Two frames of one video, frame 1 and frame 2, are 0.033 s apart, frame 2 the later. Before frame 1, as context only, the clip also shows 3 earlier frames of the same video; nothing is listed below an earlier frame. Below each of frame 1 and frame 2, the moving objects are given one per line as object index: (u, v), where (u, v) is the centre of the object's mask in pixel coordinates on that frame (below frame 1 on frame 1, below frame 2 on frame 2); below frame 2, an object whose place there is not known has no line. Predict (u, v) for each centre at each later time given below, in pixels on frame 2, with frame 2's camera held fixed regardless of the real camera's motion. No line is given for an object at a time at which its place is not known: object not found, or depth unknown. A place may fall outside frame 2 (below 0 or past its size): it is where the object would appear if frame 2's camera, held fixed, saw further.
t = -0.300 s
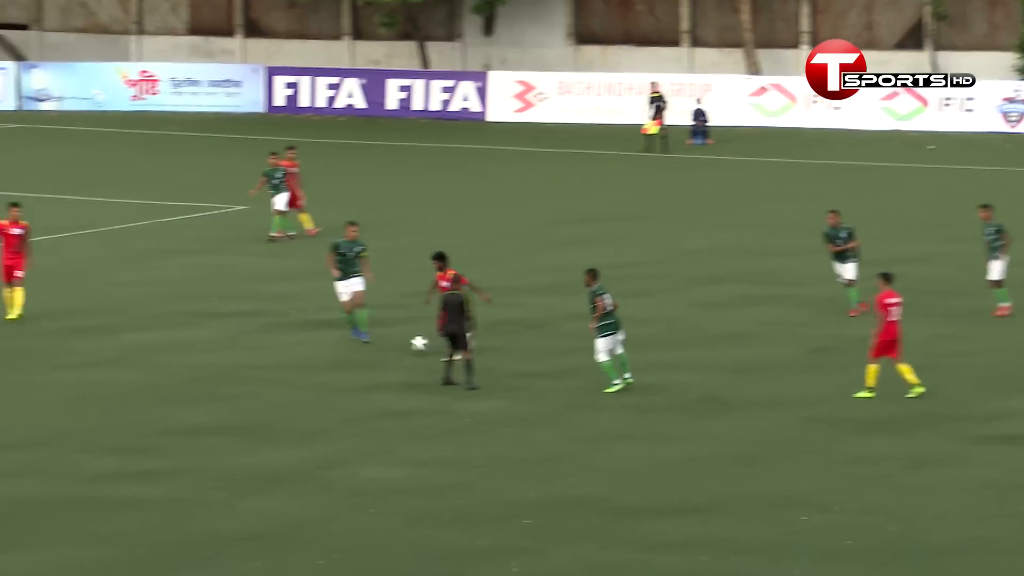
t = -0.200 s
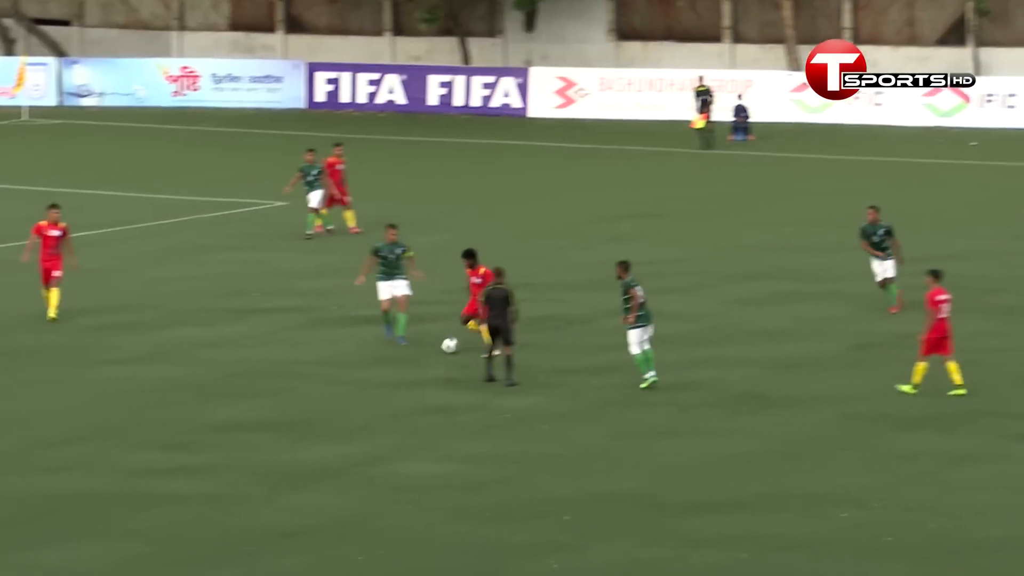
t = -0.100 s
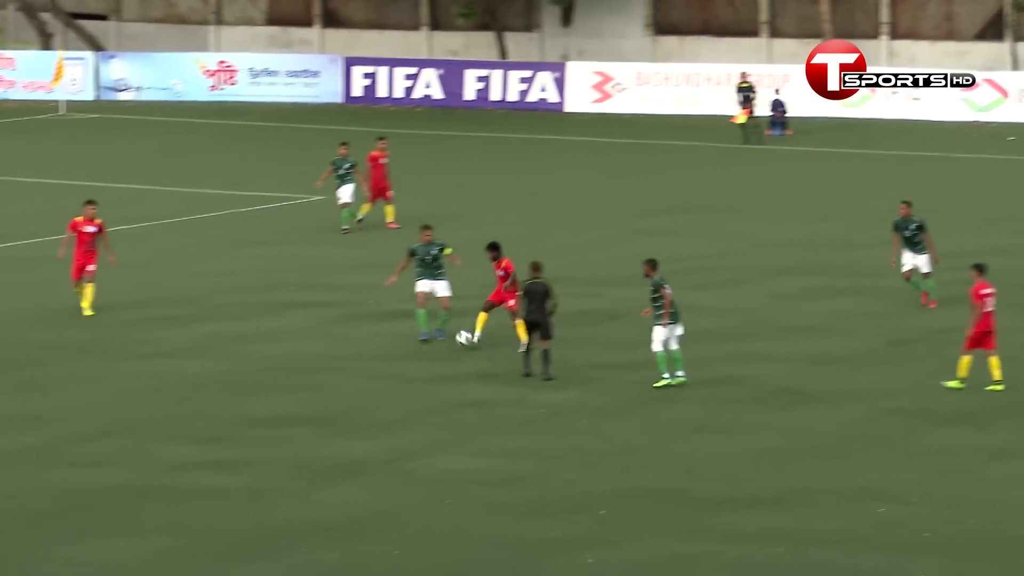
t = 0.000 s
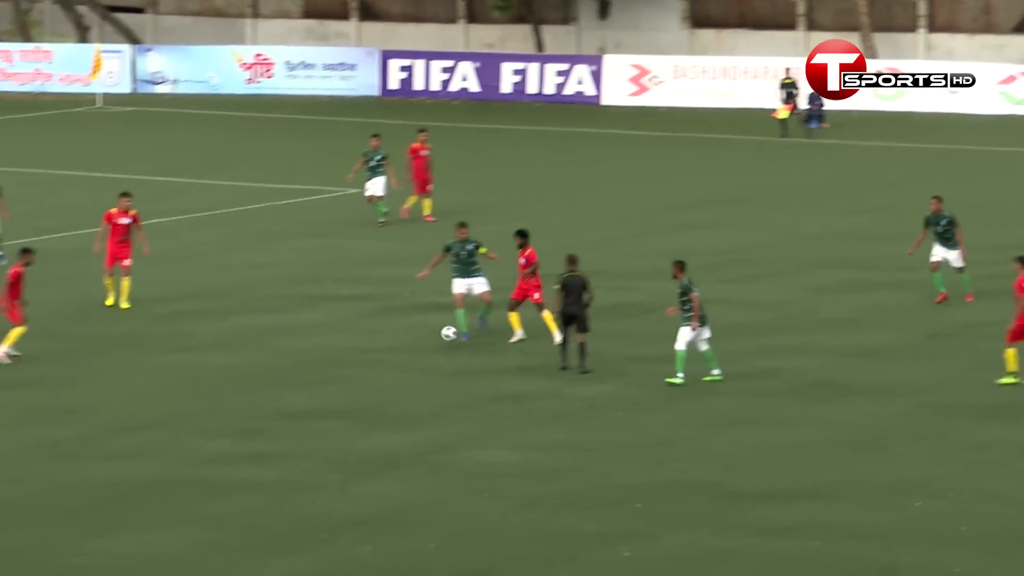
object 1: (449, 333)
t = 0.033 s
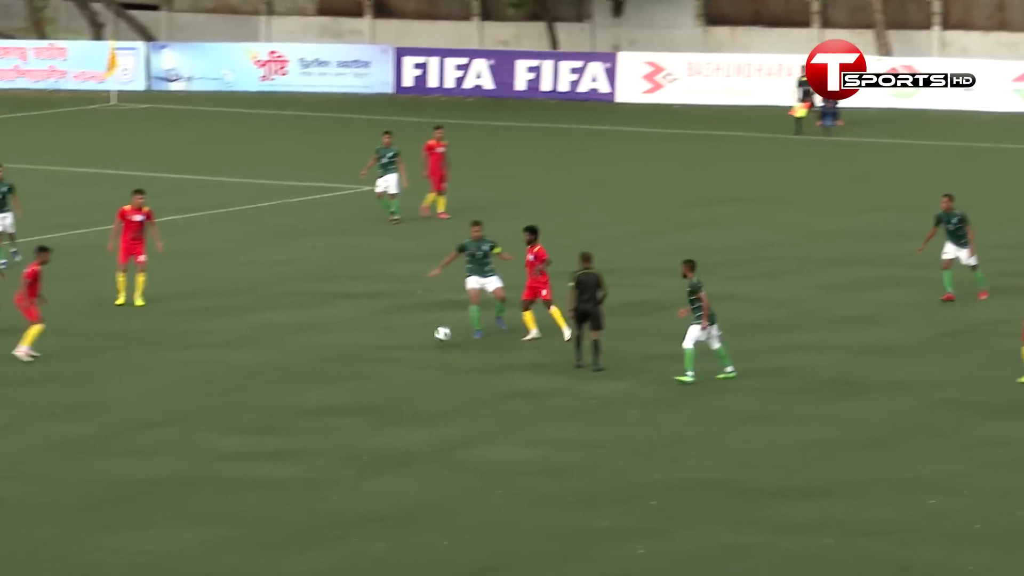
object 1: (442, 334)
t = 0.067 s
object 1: (433, 335)
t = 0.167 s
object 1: (386, 342)
